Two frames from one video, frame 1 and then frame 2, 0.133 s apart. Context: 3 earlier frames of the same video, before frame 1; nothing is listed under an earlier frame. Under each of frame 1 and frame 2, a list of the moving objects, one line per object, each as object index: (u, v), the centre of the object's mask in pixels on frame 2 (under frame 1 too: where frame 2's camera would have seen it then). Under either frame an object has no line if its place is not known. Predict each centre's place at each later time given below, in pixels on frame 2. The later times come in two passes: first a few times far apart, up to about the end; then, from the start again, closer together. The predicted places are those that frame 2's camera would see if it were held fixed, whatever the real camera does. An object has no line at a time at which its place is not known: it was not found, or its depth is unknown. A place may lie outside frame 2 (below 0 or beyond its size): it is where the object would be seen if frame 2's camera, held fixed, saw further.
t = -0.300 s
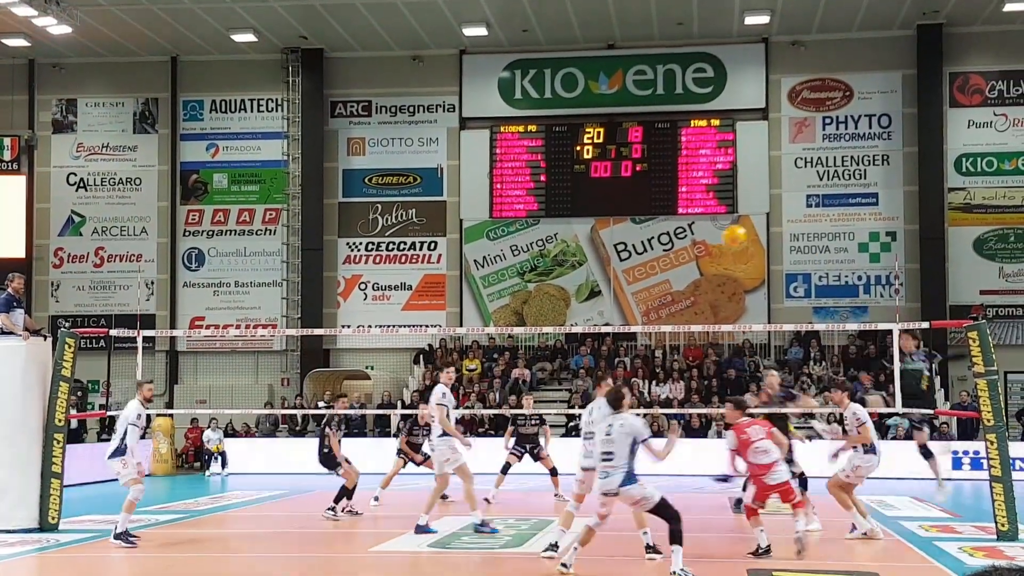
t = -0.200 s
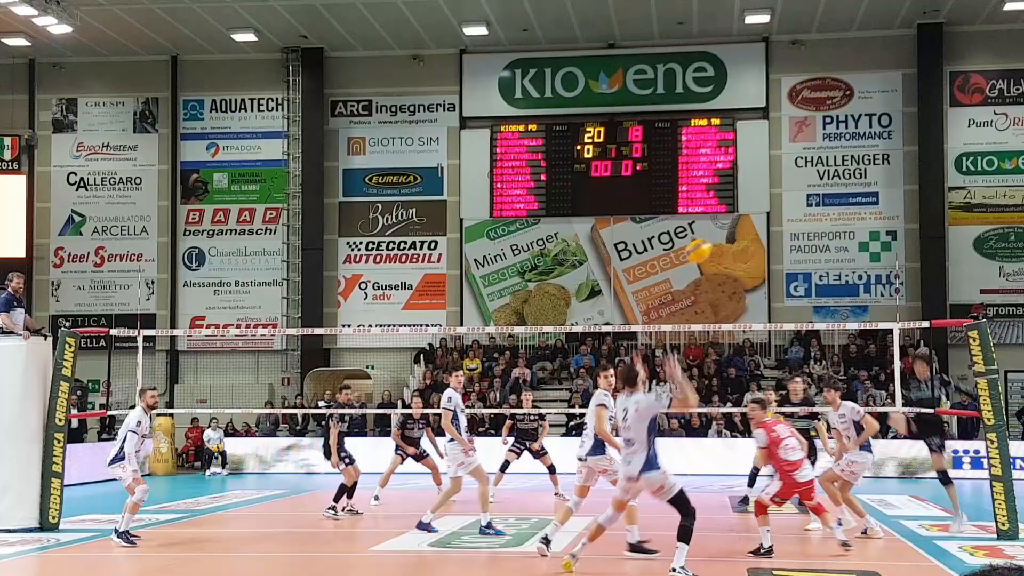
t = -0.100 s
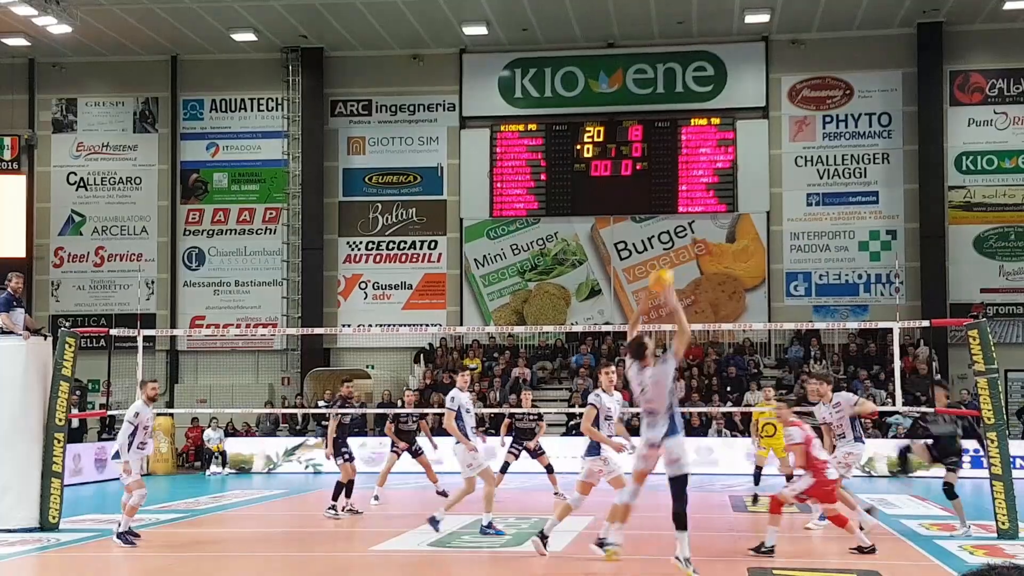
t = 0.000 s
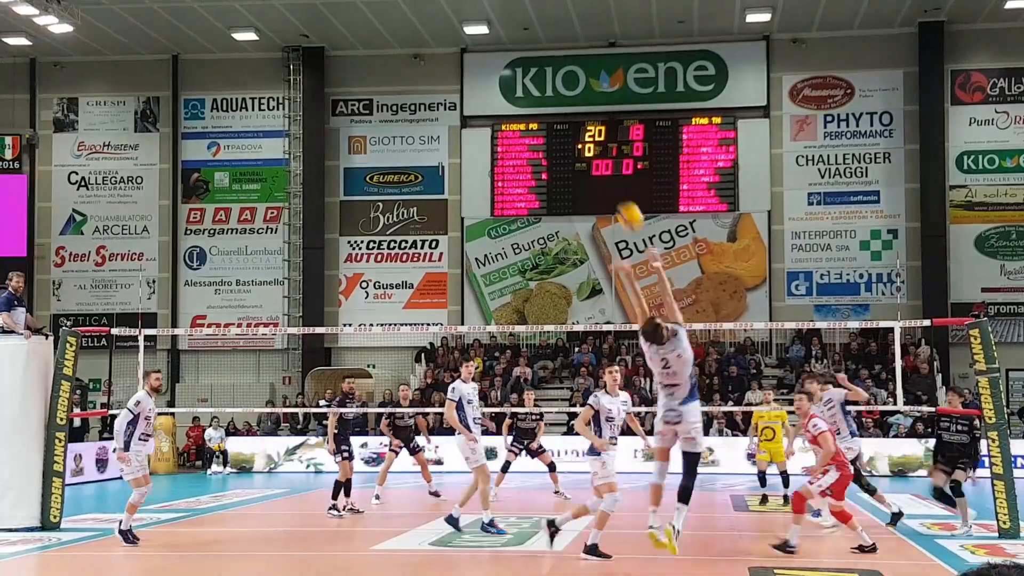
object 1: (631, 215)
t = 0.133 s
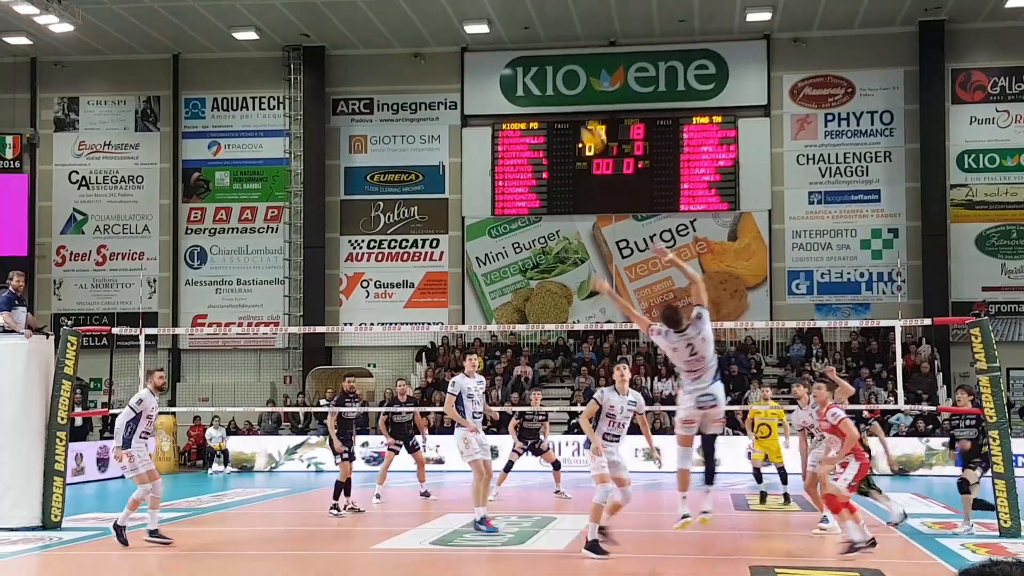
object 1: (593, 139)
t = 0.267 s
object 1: (557, 80)
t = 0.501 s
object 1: (499, 32)
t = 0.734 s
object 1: (443, 40)
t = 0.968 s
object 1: (394, 97)
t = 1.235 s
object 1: (344, 221)
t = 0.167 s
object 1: (583, 121)
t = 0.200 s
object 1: (575, 107)
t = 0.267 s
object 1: (557, 80)
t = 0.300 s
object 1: (549, 70)
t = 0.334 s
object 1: (540, 61)
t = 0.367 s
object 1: (531, 52)
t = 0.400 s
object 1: (523, 45)
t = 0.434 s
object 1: (514, 39)
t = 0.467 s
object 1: (506, 35)
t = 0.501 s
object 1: (499, 32)
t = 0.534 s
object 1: (490, 30)
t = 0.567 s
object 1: (483, 29)
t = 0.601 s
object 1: (474, 28)
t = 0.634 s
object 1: (466, 29)
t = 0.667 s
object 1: (458, 31)
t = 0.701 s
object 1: (450, 35)
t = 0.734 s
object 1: (443, 40)
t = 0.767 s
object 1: (435, 45)
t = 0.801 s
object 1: (428, 51)
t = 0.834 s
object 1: (421, 58)
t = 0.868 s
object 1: (415, 67)
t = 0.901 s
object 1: (408, 75)
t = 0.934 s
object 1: (401, 85)
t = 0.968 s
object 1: (394, 97)
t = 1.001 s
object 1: (387, 111)
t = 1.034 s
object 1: (380, 123)
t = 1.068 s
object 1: (374, 138)
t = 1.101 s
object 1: (368, 153)
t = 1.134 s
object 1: (362, 168)
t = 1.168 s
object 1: (356, 184)
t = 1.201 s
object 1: (349, 203)
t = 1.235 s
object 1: (344, 221)
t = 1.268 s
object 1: (337, 240)
